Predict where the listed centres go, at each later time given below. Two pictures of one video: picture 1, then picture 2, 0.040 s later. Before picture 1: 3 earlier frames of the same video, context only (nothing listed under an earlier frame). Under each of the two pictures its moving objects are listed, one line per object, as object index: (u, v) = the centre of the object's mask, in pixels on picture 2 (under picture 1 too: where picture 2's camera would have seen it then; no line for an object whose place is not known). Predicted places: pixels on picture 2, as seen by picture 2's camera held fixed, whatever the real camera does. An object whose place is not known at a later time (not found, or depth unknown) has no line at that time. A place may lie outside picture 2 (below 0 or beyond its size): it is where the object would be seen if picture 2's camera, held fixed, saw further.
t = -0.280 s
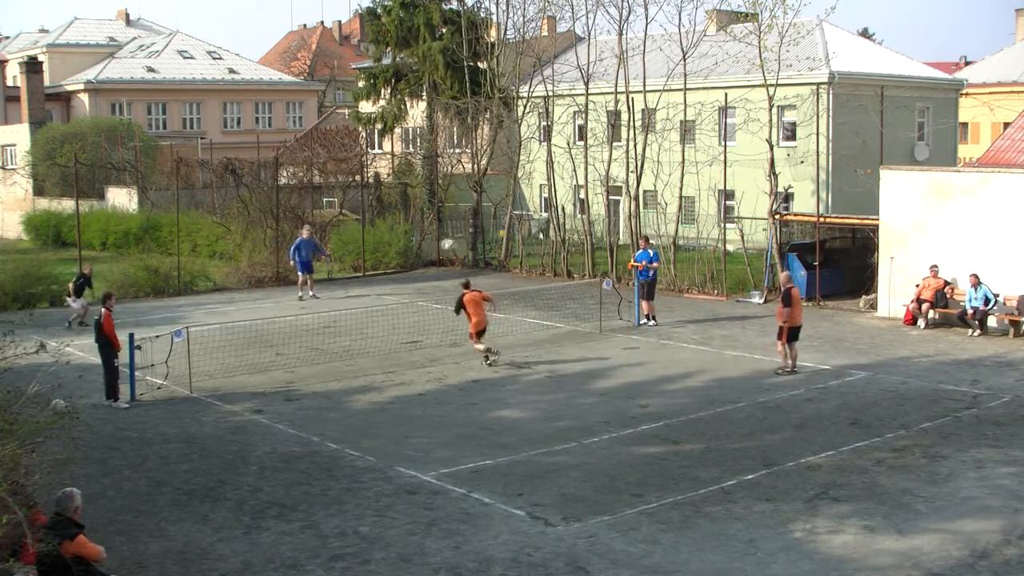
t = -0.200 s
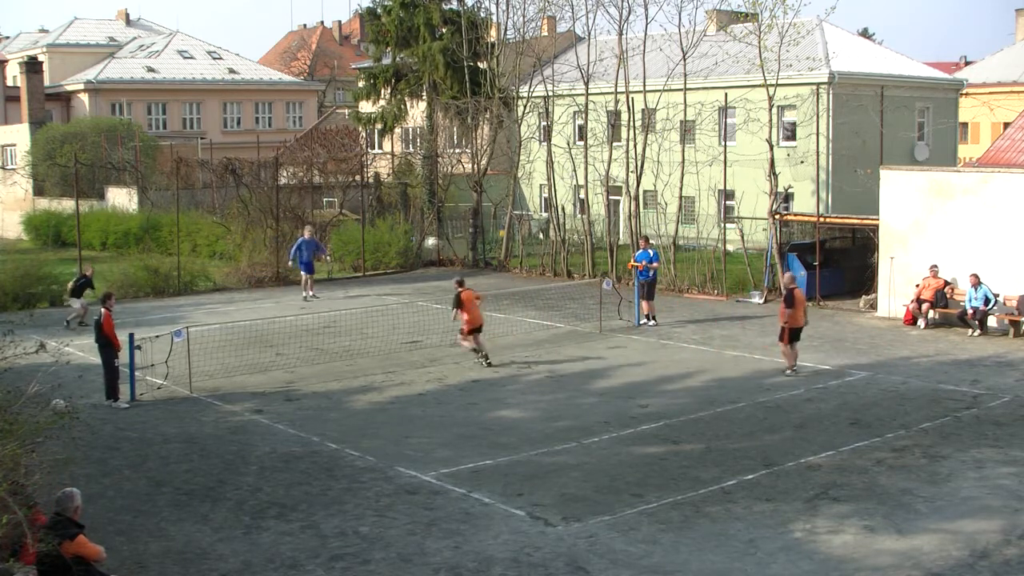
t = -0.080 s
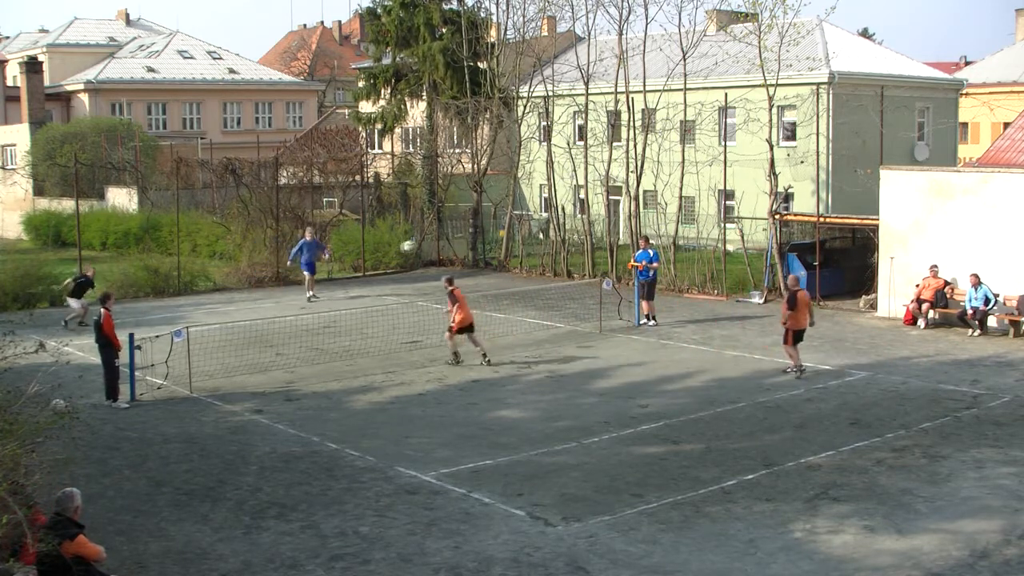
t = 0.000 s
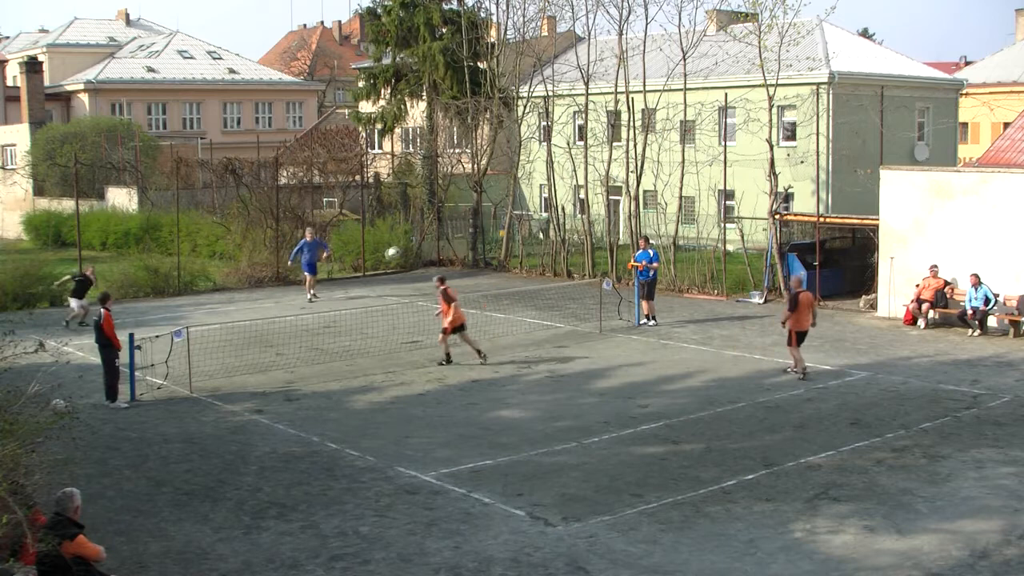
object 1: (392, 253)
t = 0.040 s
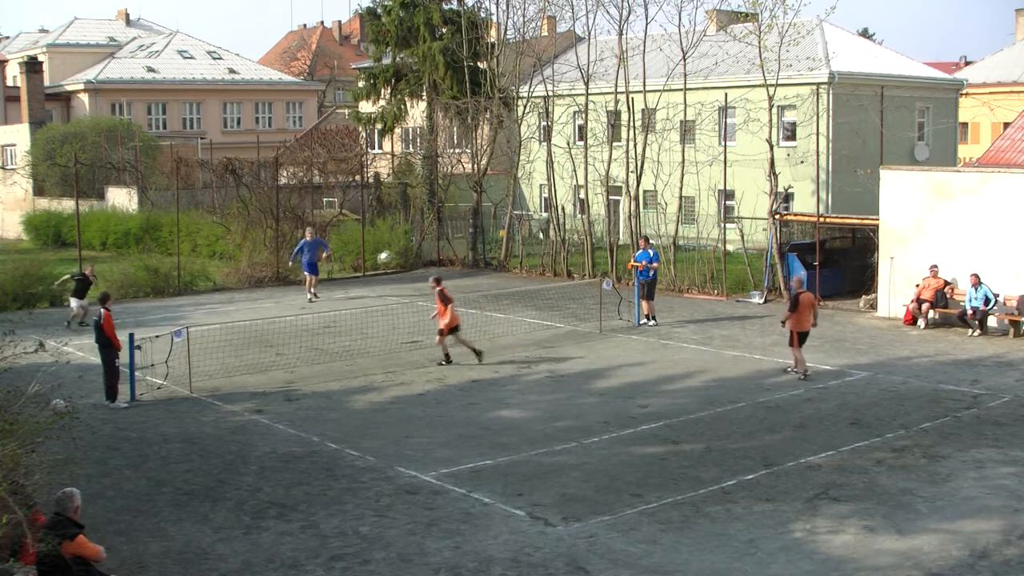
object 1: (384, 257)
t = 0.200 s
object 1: (354, 283)
